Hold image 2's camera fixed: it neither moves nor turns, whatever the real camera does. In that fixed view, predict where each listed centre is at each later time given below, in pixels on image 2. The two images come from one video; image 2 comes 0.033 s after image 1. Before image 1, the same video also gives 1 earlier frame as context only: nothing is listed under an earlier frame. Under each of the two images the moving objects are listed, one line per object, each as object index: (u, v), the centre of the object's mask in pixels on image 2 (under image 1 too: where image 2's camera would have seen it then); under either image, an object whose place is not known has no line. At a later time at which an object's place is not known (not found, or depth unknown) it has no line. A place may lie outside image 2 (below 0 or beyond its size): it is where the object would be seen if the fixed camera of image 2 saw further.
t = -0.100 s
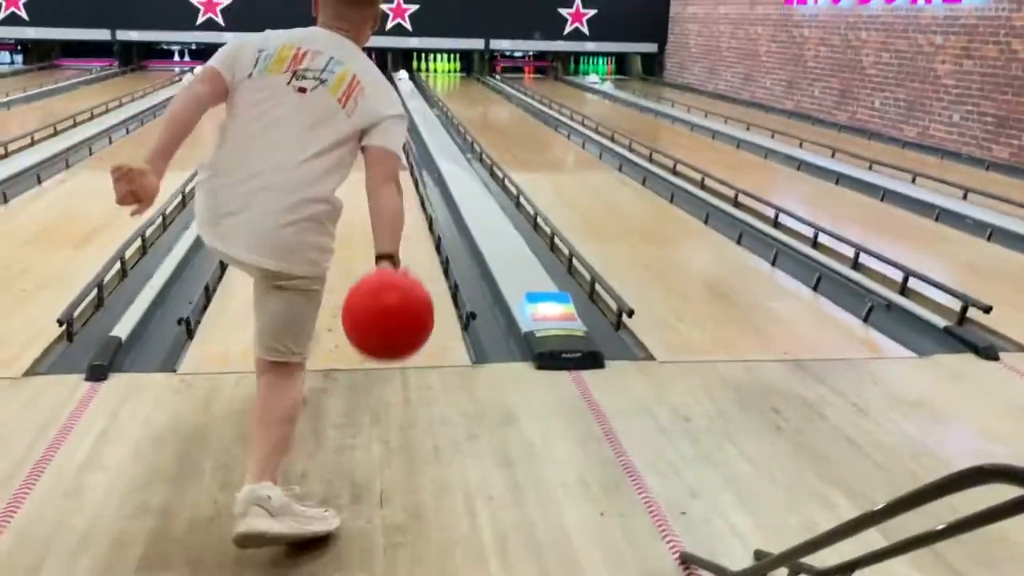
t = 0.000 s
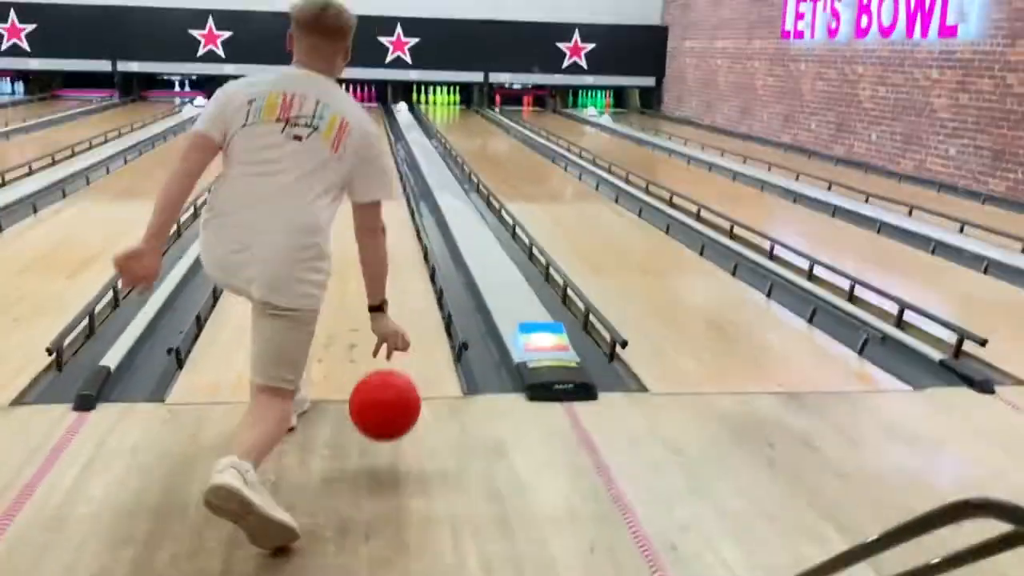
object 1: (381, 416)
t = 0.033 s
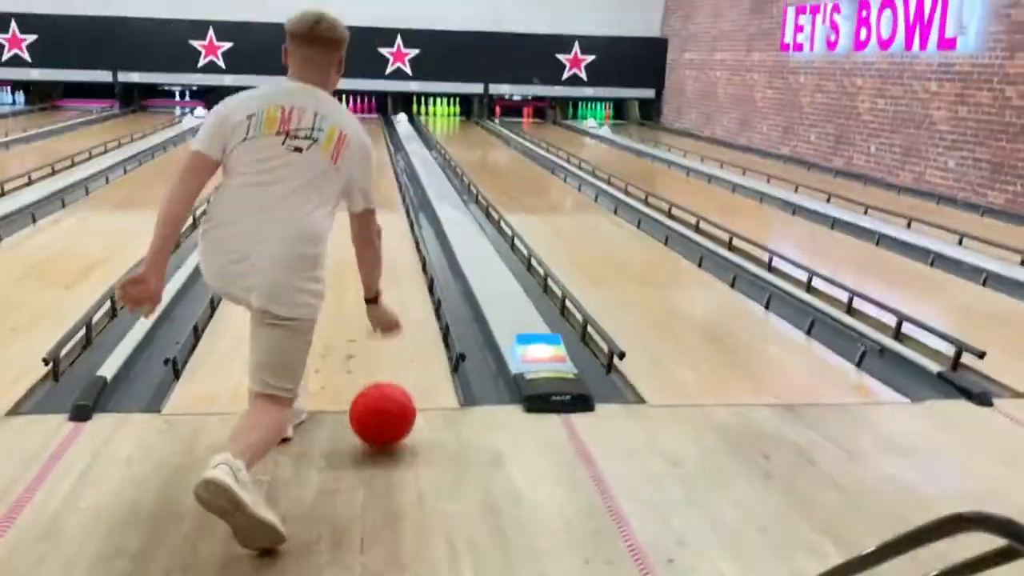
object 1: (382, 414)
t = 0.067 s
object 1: (383, 383)
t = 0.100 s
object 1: (385, 360)
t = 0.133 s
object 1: (386, 341)
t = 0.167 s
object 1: (386, 327)
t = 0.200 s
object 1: (387, 317)
